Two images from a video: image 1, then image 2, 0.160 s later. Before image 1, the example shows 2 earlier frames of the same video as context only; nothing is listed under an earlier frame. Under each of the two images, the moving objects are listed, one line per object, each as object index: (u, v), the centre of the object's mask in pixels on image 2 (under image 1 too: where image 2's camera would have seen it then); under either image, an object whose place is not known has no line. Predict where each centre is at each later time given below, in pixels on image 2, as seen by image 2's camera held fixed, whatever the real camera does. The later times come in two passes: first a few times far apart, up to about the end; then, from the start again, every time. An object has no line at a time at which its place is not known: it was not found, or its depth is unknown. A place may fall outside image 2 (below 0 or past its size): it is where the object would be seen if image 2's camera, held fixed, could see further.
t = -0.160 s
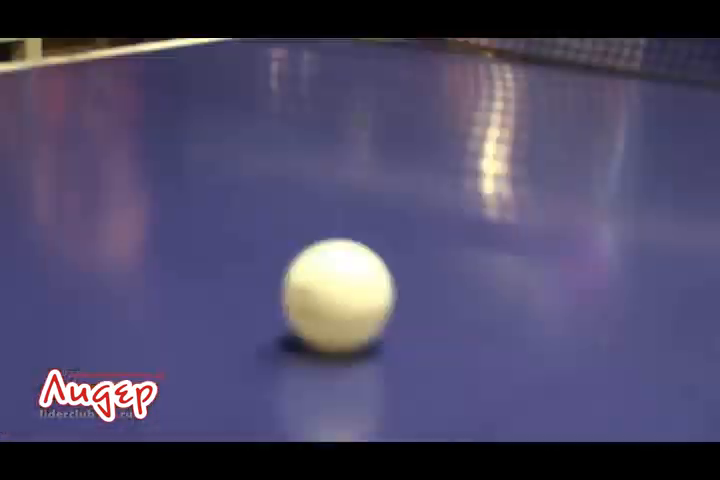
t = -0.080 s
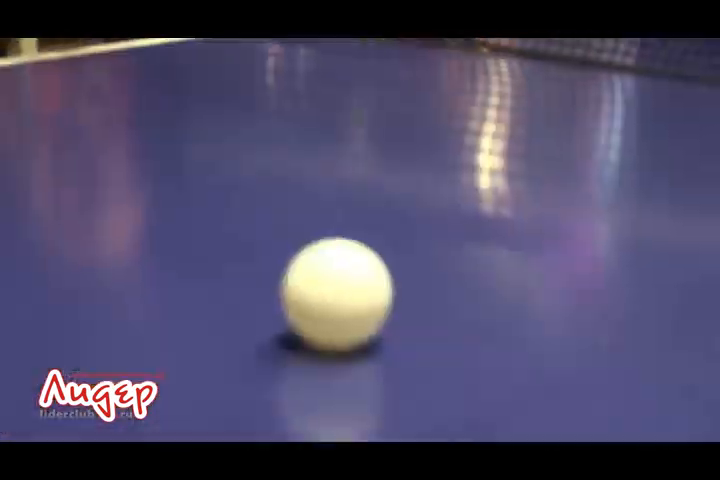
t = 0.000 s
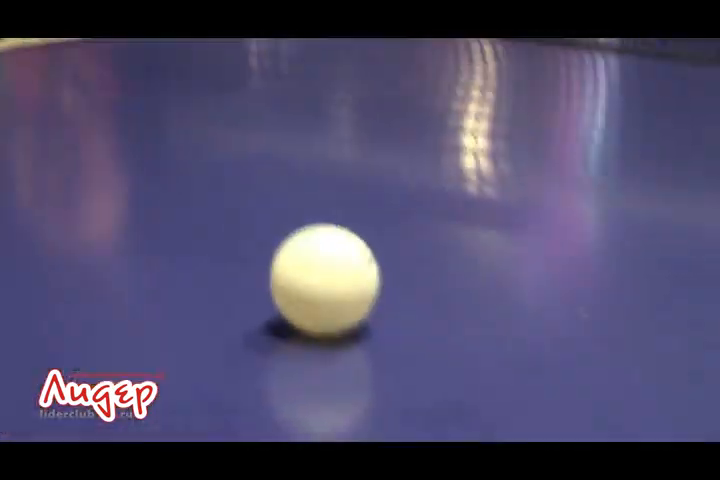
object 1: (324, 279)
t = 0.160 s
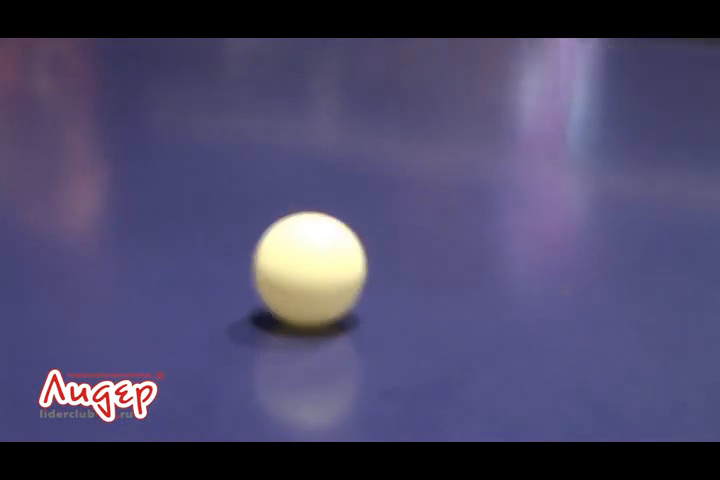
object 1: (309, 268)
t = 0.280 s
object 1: (315, 281)
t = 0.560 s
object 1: (327, 306)
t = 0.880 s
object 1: (333, 319)
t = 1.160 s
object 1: (327, 323)
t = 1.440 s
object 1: (316, 336)
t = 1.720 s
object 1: (312, 337)
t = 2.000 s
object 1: (323, 327)
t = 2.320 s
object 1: (321, 298)
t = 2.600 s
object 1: (319, 315)
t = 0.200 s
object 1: (310, 272)
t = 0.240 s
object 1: (312, 275)
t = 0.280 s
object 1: (315, 281)
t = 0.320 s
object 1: (316, 284)
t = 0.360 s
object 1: (315, 287)
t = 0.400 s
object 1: (317, 292)
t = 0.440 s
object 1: (320, 297)
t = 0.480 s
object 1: (325, 301)
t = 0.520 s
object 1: (327, 305)
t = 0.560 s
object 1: (327, 306)
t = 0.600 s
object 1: (328, 309)
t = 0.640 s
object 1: (328, 311)
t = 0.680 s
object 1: (327, 312)
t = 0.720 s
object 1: (326, 315)
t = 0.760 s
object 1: (327, 316)
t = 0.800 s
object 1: (328, 317)
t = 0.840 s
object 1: (330, 319)
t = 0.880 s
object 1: (333, 319)
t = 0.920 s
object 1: (335, 319)
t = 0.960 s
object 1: (334, 317)
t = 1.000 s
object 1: (333, 315)
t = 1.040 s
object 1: (331, 317)
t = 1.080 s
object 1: (330, 319)
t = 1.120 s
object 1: (329, 321)
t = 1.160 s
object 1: (327, 323)
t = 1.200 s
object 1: (326, 324)
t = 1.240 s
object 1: (324, 326)
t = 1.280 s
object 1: (323, 328)
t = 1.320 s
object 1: (323, 331)
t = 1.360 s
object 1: (321, 333)
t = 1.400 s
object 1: (318, 334)
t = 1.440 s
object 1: (316, 336)
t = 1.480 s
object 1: (314, 337)
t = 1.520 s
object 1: (313, 337)
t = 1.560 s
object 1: (313, 337)
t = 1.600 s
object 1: (313, 338)
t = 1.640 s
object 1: (313, 338)
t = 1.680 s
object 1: (313, 338)
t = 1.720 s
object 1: (312, 337)
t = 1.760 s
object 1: (312, 336)
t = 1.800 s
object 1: (312, 334)
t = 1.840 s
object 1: (313, 332)
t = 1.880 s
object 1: (315, 330)
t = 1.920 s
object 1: (317, 329)
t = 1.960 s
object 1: (320, 328)
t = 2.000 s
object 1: (323, 327)
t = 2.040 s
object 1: (325, 326)
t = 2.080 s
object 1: (327, 324)
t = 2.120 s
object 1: (328, 320)
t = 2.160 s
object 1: (326, 313)
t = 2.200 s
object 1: (325, 307)
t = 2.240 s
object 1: (324, 302)
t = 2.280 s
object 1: (323, 299)
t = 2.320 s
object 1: (321, 298)
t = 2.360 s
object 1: (320, 297)
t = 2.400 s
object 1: (319, 297)
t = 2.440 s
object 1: (319, 299)
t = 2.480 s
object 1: (319, 301)
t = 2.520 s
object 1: (319, 306)
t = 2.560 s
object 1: (319, 310)
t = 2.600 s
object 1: (319, 315)
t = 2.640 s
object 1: (319, 317)
